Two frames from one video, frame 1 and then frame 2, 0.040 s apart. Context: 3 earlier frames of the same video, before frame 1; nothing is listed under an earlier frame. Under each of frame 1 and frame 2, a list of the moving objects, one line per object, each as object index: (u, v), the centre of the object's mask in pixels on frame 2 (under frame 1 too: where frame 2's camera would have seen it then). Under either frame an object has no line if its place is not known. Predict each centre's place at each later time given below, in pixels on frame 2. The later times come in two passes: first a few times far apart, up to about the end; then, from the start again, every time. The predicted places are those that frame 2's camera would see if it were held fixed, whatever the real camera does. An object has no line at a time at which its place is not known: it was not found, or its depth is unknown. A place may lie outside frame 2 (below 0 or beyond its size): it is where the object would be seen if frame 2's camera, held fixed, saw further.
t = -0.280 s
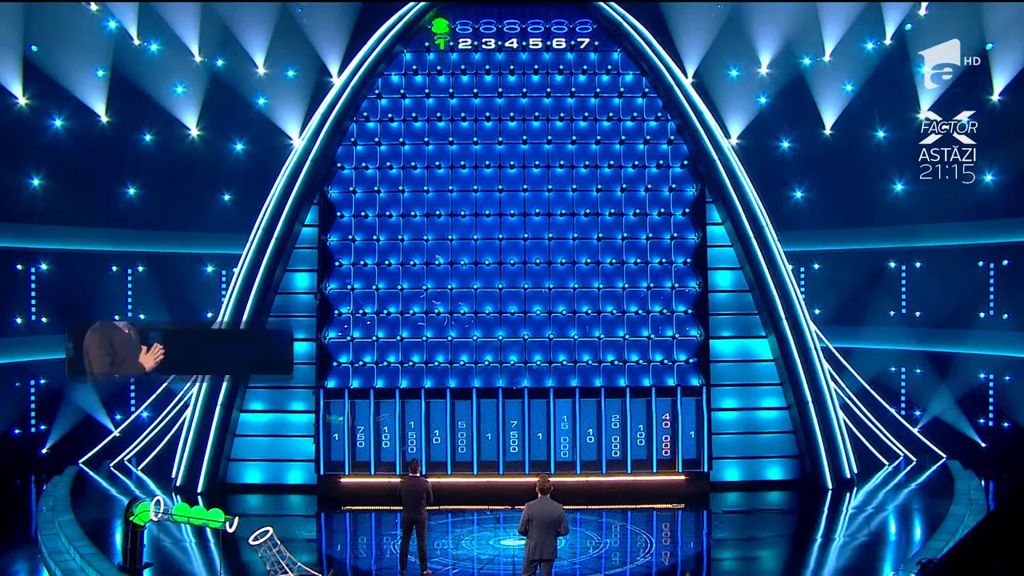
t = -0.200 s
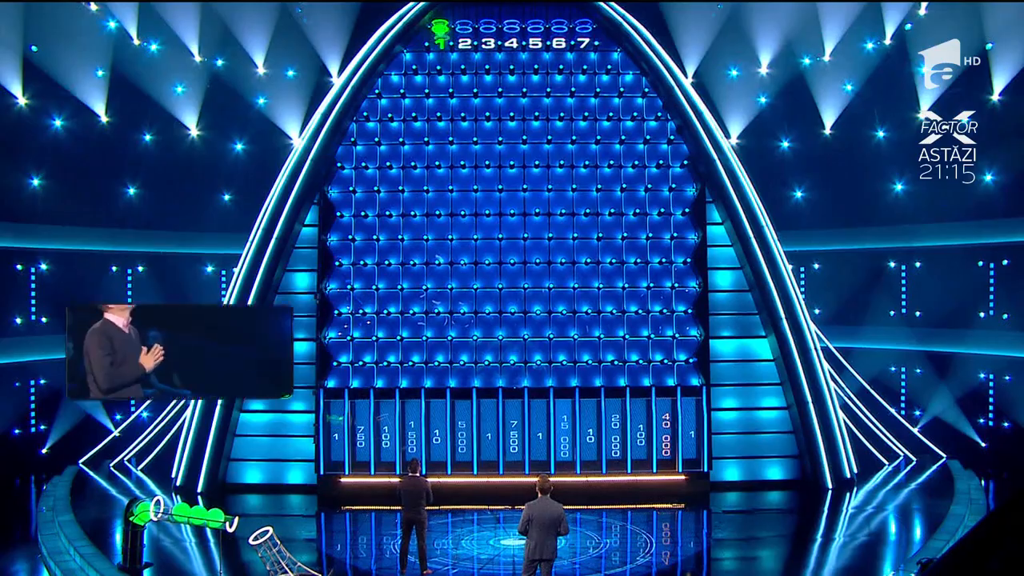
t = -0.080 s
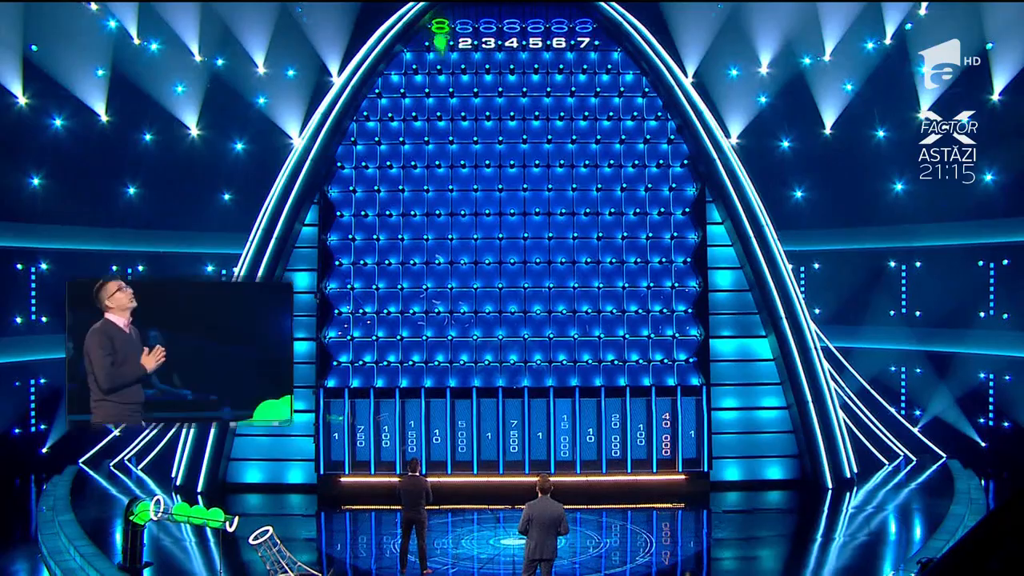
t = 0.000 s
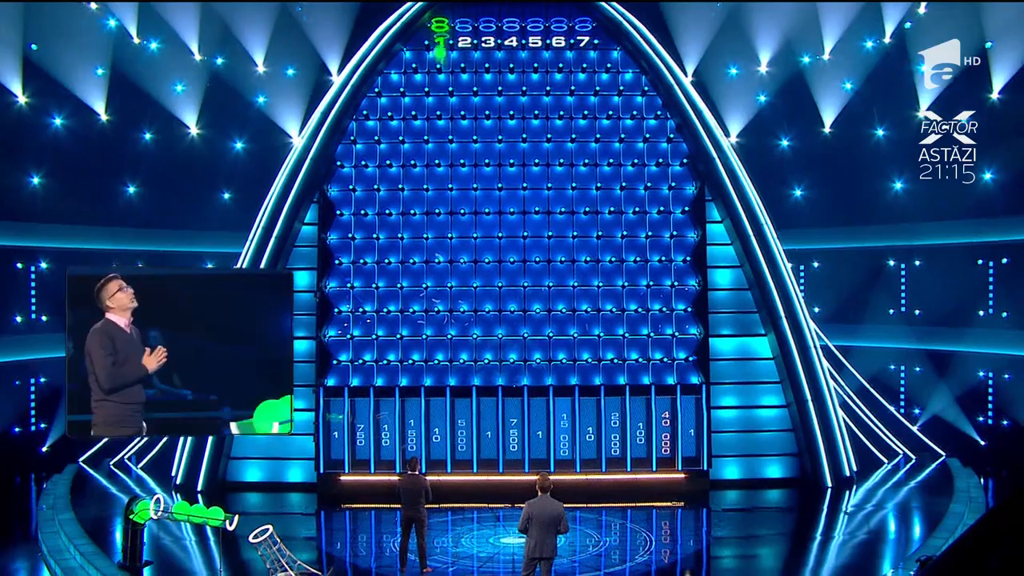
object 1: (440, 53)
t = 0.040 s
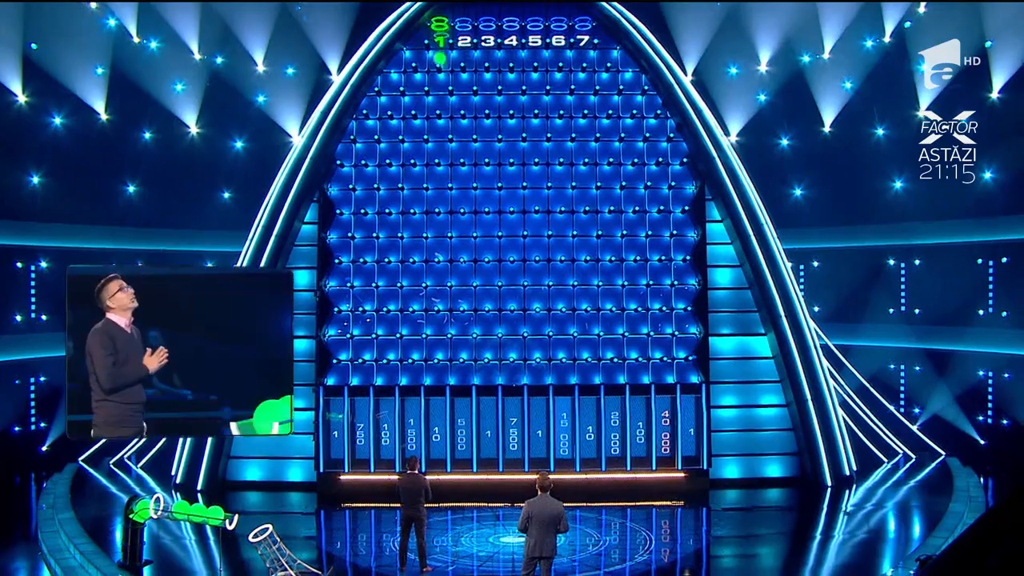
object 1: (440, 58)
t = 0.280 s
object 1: (445, 51)
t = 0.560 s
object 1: (450, 70)
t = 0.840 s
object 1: (453, 76)
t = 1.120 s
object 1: (457, 85)
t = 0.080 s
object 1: (440, 58)
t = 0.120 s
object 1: (441, 55)
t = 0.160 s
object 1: (442, 53)
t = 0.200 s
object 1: (443, 52)
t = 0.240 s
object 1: (444, 51)
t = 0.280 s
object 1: (445, 51)
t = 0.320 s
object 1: (445, 52)
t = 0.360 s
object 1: (446, 53)
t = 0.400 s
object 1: (447, 56)
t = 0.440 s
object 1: (448, 58)
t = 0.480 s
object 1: (448, 62)
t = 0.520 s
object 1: (449, 66)
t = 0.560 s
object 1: (450, 70)
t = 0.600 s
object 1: (450, 74)
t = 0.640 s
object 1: (451, 80)
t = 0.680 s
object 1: (452, 82)
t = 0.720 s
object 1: (452, 80)
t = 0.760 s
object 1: (452, 78)
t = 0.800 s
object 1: (453, 76)
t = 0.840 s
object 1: (453, 76)
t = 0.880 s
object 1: (454, 75)
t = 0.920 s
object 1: (454, 76)
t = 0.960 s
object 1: (454, 77)
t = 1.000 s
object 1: (454, 79)
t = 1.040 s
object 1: (455, 81)
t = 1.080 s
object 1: (456, 84)
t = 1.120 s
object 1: (457, 85)
